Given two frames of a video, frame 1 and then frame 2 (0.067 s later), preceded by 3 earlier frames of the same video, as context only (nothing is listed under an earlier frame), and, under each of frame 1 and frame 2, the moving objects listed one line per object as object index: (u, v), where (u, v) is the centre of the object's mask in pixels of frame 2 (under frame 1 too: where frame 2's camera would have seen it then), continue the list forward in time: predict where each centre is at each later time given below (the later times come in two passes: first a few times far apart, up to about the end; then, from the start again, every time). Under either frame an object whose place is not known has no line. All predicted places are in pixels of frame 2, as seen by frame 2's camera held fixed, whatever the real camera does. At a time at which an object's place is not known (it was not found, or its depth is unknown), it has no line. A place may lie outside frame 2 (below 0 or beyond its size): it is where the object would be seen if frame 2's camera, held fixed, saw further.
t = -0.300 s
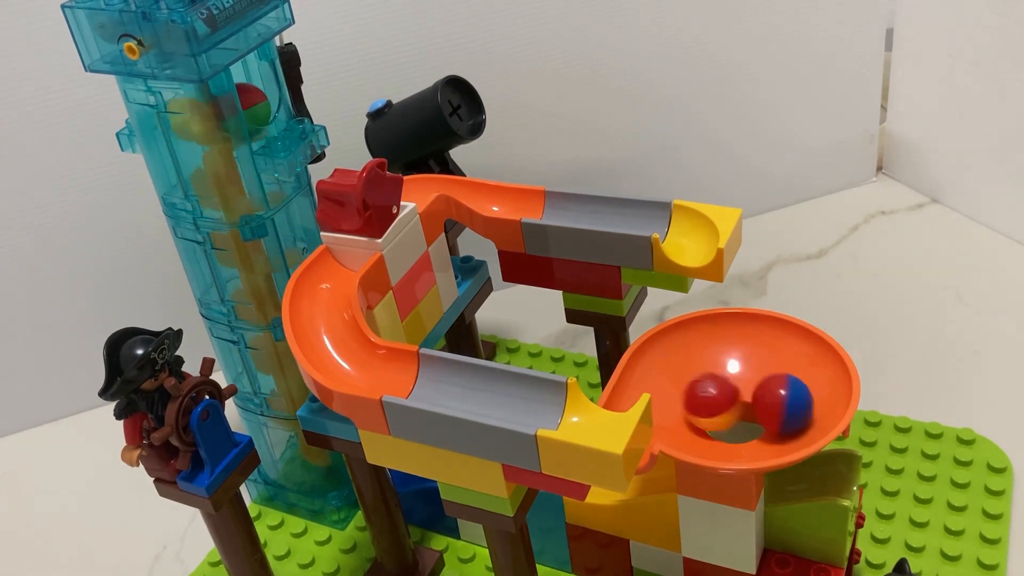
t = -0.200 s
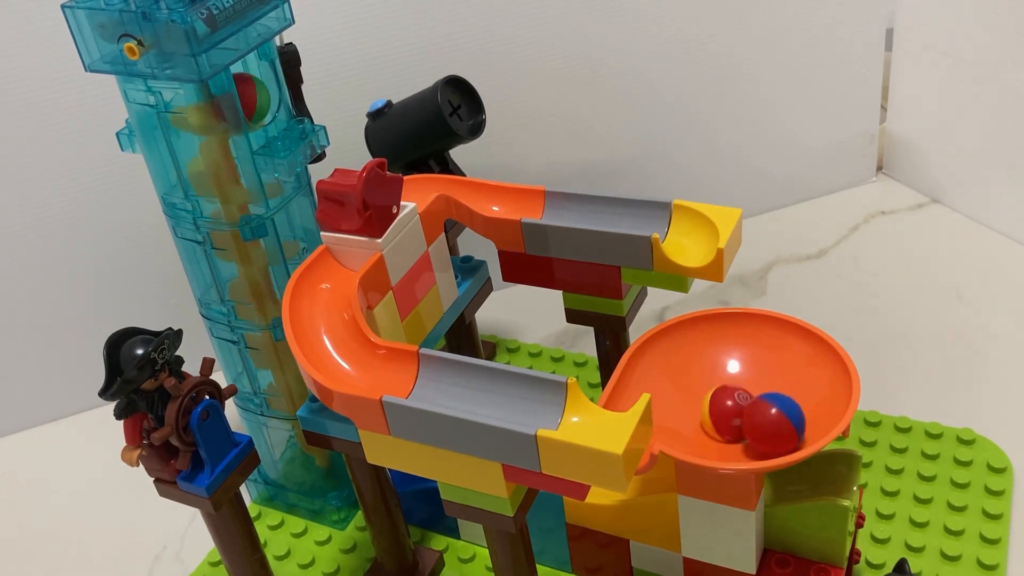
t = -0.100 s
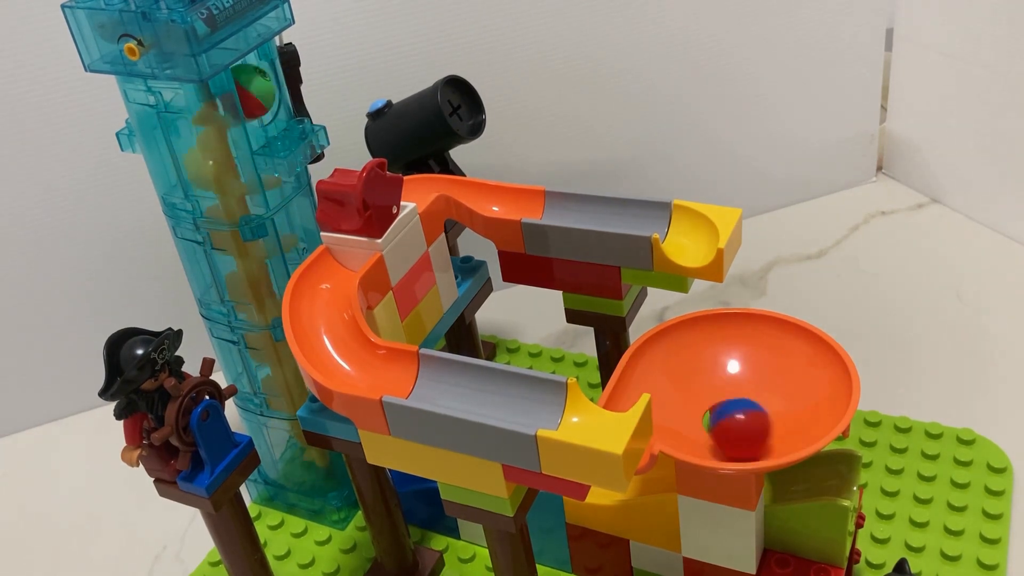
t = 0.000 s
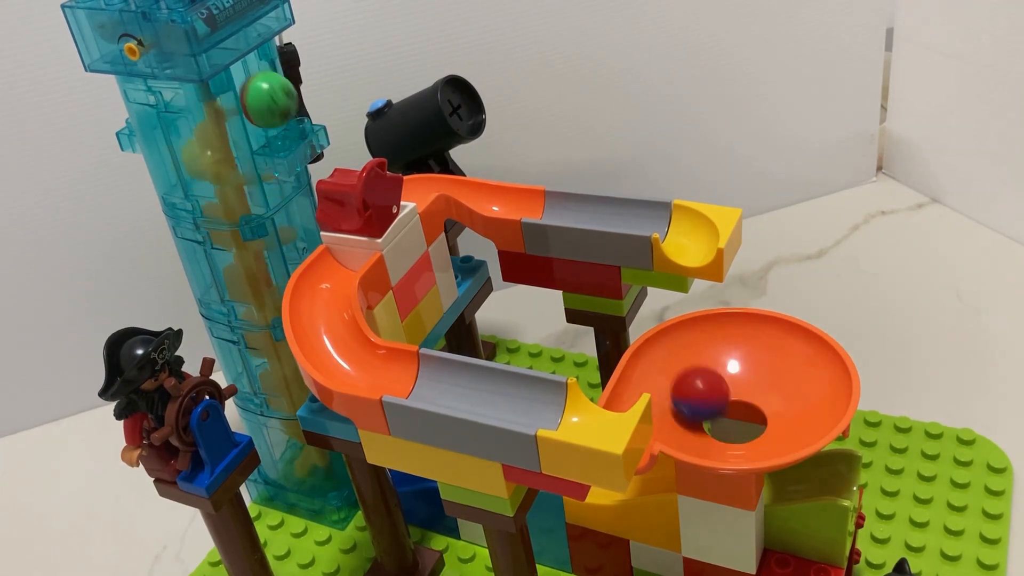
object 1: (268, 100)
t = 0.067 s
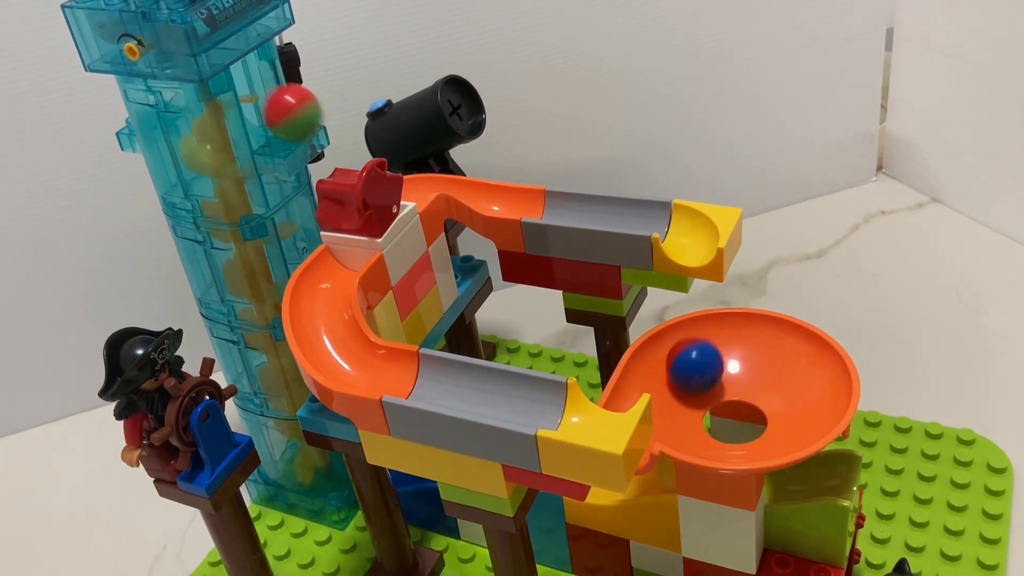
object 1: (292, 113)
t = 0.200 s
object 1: (331, 169)
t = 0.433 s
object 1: (325, 331)
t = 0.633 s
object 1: (492, 392)
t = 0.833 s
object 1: (622, 382)
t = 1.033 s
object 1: (712, 360)
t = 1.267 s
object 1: (791, 411)
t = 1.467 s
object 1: (667, 397)
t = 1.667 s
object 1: (742, 366)
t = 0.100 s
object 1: (312, 135)
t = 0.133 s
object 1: (331, 152)
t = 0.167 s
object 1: (338, 161)
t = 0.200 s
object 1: (331, 169)
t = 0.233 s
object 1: (323, 182)
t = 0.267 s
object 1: (317, 213)
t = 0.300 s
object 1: (325, 255)
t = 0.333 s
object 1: (324, 278)
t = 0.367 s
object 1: (319, 290)
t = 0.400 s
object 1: (317, 309)
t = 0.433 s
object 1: (325, 331)
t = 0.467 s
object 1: (341, 354)
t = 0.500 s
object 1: (371, 366)
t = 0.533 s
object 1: (401, 371)
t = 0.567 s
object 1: (435, 379)
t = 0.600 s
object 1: (459, 384)
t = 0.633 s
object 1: (492, 392)
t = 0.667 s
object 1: (523, 398)
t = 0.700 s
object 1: (553, 403)
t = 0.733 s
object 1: (583, 401)
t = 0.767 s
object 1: (604, 393)
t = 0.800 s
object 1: (614, 381)
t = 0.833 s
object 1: (622, 382)
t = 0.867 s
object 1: (639, 394)
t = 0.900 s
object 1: (658, 381)
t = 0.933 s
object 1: (657, 377)
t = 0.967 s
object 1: (668, 370)
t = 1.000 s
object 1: (689, 364)
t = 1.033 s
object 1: (712, 360)
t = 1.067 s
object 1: (739, 359)
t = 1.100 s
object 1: (764, 360)
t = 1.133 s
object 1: (784, 365)
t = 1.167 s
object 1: (798, 372)
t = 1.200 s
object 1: (804, 384)
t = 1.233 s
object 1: (803, 397)
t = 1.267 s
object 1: (791, 411)
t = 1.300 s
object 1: (770, 424)
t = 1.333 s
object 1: (744, 429)
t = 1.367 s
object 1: (720, 430)
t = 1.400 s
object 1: (695, 424)
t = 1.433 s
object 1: (677, 412)
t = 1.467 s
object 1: (667, 397)
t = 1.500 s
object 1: (662, 385)
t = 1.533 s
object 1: (666, 376)
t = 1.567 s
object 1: (678, 369)
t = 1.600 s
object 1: (697, 366)
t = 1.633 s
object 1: (719, 365)
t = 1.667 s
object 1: (742, 366)
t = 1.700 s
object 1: (766, 369)
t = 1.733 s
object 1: (783, 375)
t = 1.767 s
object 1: (795, 384)
